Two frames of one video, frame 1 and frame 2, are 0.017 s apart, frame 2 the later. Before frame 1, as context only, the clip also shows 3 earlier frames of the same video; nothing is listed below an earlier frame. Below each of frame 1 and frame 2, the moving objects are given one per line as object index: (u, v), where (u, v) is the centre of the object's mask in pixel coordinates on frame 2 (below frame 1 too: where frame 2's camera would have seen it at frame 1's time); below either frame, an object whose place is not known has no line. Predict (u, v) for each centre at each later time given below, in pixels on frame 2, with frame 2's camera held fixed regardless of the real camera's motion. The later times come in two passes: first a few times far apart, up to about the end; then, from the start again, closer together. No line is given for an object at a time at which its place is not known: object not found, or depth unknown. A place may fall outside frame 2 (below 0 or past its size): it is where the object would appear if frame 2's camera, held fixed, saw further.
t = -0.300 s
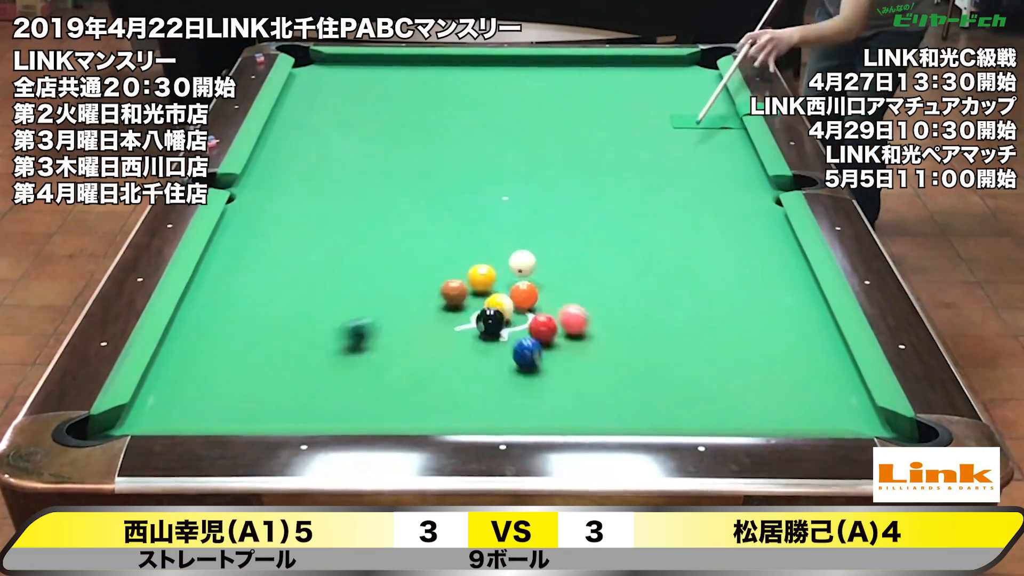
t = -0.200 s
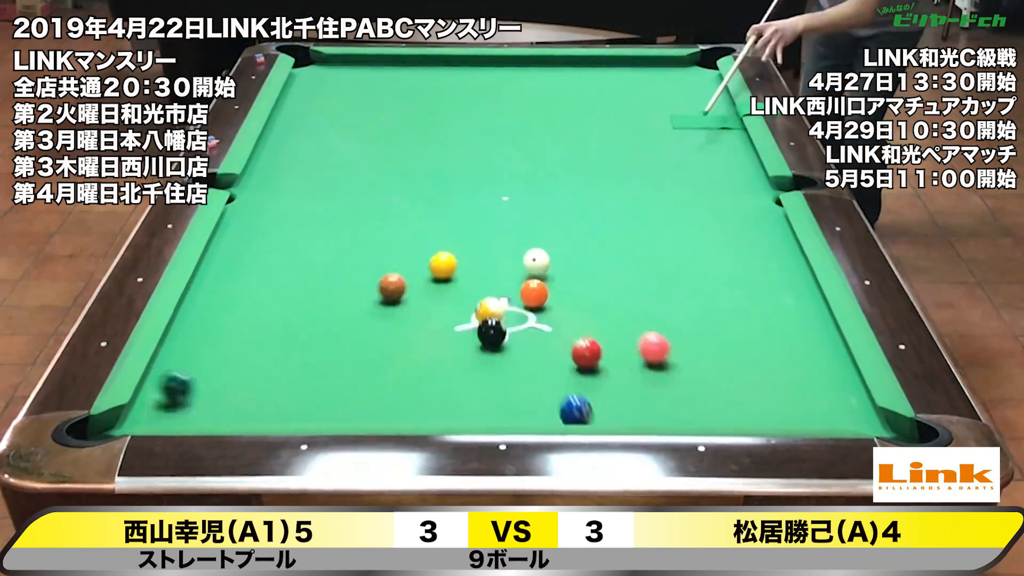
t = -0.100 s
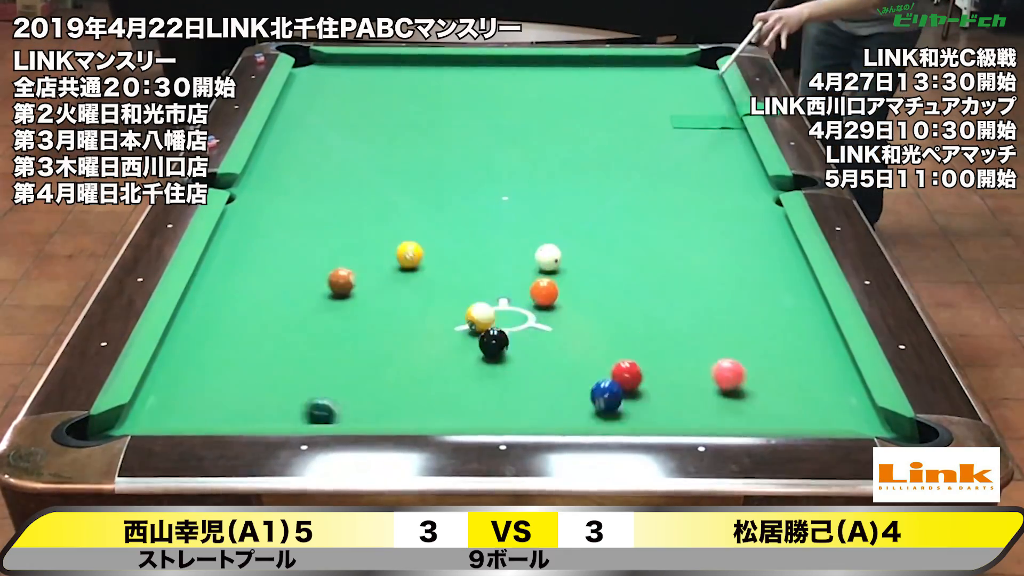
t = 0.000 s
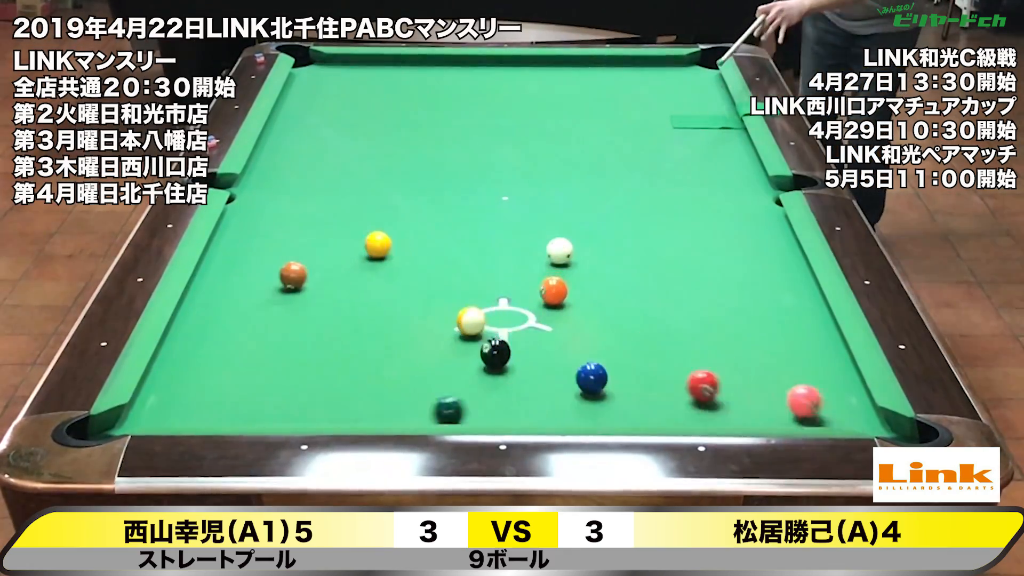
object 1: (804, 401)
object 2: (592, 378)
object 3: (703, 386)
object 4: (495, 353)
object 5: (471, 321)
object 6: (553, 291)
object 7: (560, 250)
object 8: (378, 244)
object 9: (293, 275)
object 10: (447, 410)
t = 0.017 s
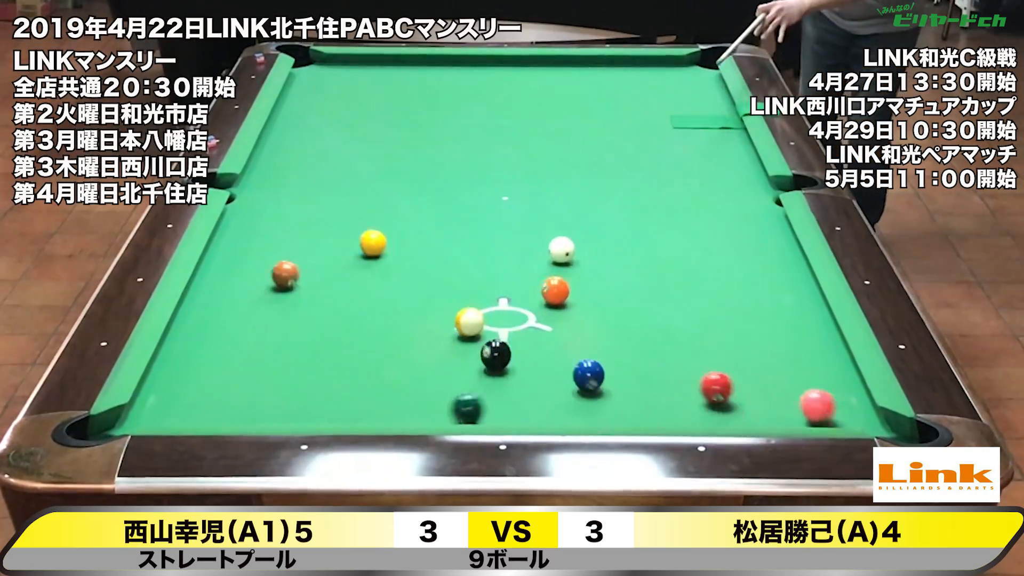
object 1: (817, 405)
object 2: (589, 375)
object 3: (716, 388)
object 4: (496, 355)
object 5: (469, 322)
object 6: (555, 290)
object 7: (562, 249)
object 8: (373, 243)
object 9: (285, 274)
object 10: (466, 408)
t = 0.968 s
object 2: (476, 250)
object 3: (662, 406)
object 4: (512, 400)
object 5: (391, 360)
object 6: (526, 277)
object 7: (653, 197)
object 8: (333, 177)
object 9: (438, 217)
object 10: (625, 246)
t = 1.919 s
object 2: (402, 170)
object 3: (482, 376)
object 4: (524, 353)
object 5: (331, 388)
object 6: (251, 259)
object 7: (720, 159)
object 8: (480, 139)
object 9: (649, 172)
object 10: (559, 133)
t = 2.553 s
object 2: (366, 131)
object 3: (388, 362)
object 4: (531, 332)
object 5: (305, 401)
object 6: (295, 252)
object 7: (733, 137)
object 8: (558, 119)
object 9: (736, 150)
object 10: (530, 82)
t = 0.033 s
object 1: (830, 410)
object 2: (586, 373)
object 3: (729, 389)
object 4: (496, 356)
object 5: (468, 322)
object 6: (557, 290)
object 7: (564, 248)
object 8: (367, 241)
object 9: (277, 274)
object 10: (484, 407)
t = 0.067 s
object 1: (858, 417)
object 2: (581, 367)
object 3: (755, 393)
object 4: (496, 360)
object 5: (465, 324)
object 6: (560, 290)
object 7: (567, 246)
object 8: (357, 238)
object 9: (261, 272)
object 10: (520, 404)
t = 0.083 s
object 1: (872, 422)
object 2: (579, 365)
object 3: (768, 395)
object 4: (497, 362)
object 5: (463, 325)
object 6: (561, 290)
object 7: (569, 245)
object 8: (352, 236)
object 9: (253, 271)
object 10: (537, 401)
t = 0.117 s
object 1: (899, 432)
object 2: (574, 360)
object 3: (794, 399)
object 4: (497, 365)
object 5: (461, 326)
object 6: (564, 289)
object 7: (572, 243)
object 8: (342, 233)
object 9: (238, 269)
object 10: (571, 395)
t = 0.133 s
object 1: (912, 437)
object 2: (571, 357)
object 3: (807, 400)
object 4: (498, 367)
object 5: (459, 327)
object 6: (566, 289)
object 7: (574, 242)
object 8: (337, 232)
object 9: (230, 268)
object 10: (588, 392)
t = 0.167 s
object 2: (567, 351)
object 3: (833, 404)
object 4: (498, 371)
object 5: (456, 328)
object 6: (569, 288)
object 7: (578, 239)
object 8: (328, 228)
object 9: (214, 266)
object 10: (622, 387)
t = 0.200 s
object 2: (562, 346)
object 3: (860, 408)
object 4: (499, 374)
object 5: (453, 330)
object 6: (572, 288)
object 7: (581, 238)
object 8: (318, 225)
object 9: (216, 264)
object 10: (654, 383)
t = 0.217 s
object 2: (560, 344)
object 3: (858, 410)
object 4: (499, 376)
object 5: (452, 330)
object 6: (573, 288)
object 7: (583, 237)
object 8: (313, 224)
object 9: (223, 262)
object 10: (671, 381)
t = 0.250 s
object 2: (556, 339)
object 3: (846, 411)
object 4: (500, 380)
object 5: (449, 332)
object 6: (576, 288)
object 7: (587, 234)
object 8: (303, 221)
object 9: (233, 260)
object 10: (704, 376)
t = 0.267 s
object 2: (553, 336)
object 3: (840, 412)
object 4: (500, 382)
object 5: (448, 332)
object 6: (578, 288)
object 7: (589, 233)
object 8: (299, 219)
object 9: (239, 259)
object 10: (719, 374)
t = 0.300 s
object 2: (549, 331)
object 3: (829, 413)
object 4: (501, 385)
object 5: (445, 334)
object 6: (580, 288)
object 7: (592, 231)
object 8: (289, 217)
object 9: (249, 257)
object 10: (751, 369)
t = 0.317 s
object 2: (547, 329)
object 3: (824, 414)
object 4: (502, 387)
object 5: (443, 335)
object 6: (582, 287)
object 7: (594, 231)
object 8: (285, 215)
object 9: (255, 256)
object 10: (767, 367)
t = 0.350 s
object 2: (543, 324)
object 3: (815, 415)
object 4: (502, 391)
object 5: (440, 336)
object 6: (584, 287)
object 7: (597, 229)
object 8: (276, 212)
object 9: (265, 253)
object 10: (798, 362)
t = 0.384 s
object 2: (539, 319)
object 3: (804, 416)
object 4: (503, 394)
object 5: (438, 337)
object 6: (587, 286)
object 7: (600, 226)
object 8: (267, 209)
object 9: (275, 251)
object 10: (829, 359)
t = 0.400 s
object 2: (537, 317)
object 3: (799, 417)
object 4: (503, 396)
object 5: (436, 338)
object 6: (589, 286)
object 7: (602, 226)
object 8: (262, 208)
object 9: (280, 250)
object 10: (837, 356)
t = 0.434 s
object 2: (533, 313)
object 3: (788, 418)
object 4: (504, 400)
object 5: (433, 339)
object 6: (591, 286)
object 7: (605, 224)
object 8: (253, 205)
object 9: (290, 248)
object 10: (811, 347)
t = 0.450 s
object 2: (531, 310)
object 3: (783, 418)
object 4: (504, 402)
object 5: (432, 340)
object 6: (593, 286)
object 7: (607, 223)
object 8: (249, 203)
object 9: (295, 247)
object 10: (799, 343)
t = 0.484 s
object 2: (527, 306)
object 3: (775, 418)
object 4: (505, 406)
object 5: (429, 341)
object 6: (595, 285)
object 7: (610, 221)
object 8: (241, 200)
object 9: (305, 245)
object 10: (777, 336)
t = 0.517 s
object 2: (523, 301)
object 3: (766, 417)
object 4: (505, 408)
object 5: (426, 342)
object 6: (598, 285)
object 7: (613, 219)
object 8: (246, 198)
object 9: (315, 243)
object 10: (756, 328)
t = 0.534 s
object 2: (521, 299)
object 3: (762, 417)
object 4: (506, 410)
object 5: (425, 343)
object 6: (599, 285)
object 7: (615, 218)
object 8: (249, 198)
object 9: (320, 242)
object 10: (746, 324)
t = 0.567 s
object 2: (517, 295)
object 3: (754, 416)
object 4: (506, 412)
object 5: (422, 345)
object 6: (602, 284)
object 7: (618, 216)
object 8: (256, 196)
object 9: (329, 240)
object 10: (727, 317)
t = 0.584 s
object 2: (515, 293)
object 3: (750, 415)
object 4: (507, 413)
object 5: (421, 345)
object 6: (603, 284)
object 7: (619, 215)
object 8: (260, 195)
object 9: (334, 239)
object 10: (717, 314)
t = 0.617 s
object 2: (511, 290)
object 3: (742, 415)
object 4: (508, 415)
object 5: (418, 346)
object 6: (605, 284)
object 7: (622, 214)
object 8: (267, 193)
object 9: (344, 237)
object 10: (699, 307)
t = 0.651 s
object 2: (508, 285)
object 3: (734, 414)
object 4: (508, 415)
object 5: (415, 348)
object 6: (608, 284)
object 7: (625, 212)
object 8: (273, 192)
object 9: (353, 234)
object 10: (680, 299)
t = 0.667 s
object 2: (506, 284)
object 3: (730, 414)
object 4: (508, 415)
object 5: (414, 348)
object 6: (609, 284)
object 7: (627, 211)
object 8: (277, 191)
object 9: (358, 234)
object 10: (671, 297)
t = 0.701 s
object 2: (502, 280)
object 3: (722, 413)
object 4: (509, 414)
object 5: (411, 350)
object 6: (611, 284)
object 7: (630, 210)
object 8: (283, 189)
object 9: (367, 232)
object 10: (653, 290)
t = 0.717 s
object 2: (500, 278)
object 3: (718, 412)
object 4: (509, 413)
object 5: (410, 351)
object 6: (612, 283)
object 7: (631, 209)
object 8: (286, 188)
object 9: (372, 230)
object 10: (645, 287)
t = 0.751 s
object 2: (497, 274)
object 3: (711, 412)
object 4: (509, 412)
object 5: (407, 352)
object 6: (600, 282)
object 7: (634, 207)
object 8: (293, 187)
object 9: (381, 228)
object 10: (642, 281)
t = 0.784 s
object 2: (494, 270)
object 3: (703, 411)
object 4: (510, 411)
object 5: (405, 353)
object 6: (586, 282)
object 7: (637, 205)
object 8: (299, 185)
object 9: (389, 227)
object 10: (641, 275)
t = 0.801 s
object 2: (492, 269)
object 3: (699, 411)
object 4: (510, 410)
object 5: (404, 354)
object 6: (580, 281)
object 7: (639, 204)
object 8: (302, 184)
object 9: (394, 226)
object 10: (640, 273)
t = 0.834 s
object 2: (489, 265)
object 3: (692, 410)
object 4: (510, 409)
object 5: (401, 355)
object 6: (568, 280)
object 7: (642, 203)
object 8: (309, 183)
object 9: (403, 224)
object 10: (637, 268)
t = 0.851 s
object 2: (487, 263)
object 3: (688, 409)
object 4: (510, 407)
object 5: (400, 356)
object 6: (563, 280)
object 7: (643, 202)
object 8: (312, 182)
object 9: (407, 223)
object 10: (635, 265)
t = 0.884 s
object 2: (484, 259)
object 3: (680, 408)
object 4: (511, 406)
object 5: (397, 357)
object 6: (552, 279)
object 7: (646, 200)
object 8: (318, 180)
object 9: (416, 221)
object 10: (633, 259)
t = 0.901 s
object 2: (482, 257)
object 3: (677, 408)
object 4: (511, 405)
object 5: (396, 358)
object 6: (547, 279)
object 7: (647, 200)
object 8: (321, 180)
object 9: (420, 220)
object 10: (631, 257)
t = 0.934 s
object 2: (479, 254)
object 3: (669, 407)
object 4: (511, 402)
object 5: (393, 359)
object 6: (536, 278)
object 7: (650, 198)
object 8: (327, 178)
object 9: (429, 219)
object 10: (628, 252)
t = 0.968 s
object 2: (476, 250)
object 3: (662, 406)
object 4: (512, 400)
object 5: (391, 360)
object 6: (526, 277)
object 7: (653, 197)
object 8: (333, 177)
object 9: (438, 217)
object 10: (625, 246)
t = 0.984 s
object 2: (474, 248)
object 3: (658, 405)
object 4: (512, 399)
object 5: (390, 361)
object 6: (521, 277)
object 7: (654, 196)
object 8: (336, 176)
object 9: (441, 216)
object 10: (623, 244)
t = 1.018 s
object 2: (471, 245)
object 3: (651, 404)
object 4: (513, 397)
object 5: (387, 362)
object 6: (510, 276)
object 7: (657, 194)
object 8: (342, 174)
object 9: (450, 214)
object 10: (620, 239)
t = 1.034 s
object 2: (470, 244)
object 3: (648, 403)
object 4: (513, 396)
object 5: (386, 362)
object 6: (505, 276)
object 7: (658, 193)
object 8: (345, 173)
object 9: (454, 213)
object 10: (619, 236)
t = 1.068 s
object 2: (466, 240)
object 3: (640, 402)
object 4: (513, 394)
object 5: (384, 363)
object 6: (495, 275)
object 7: (661, 192)
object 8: (350, 172)
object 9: (462, 212)
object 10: (616, 232)
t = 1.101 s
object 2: (464, 237)
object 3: (634, 401)
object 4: (514, 392)
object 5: (381, 364)
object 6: (485, 274)
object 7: (664, 190)
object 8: (356, 170)
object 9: (471, 210)
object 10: (613, 227)
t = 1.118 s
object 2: (462, 235)
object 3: (630, 400)
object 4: (514, 391)
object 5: (380, 365)
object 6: (480, 274)
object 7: (665, 190)
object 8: (359, 170)
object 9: (475, 209)
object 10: (612, 225)
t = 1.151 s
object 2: (459, 232)
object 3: (623, 399)
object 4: (514, 389)
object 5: (378, 366)
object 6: (469, 273)
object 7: (667, 188)
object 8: (365, 168)
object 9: (483, 207)
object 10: (609, 219)
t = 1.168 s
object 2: (458, 231)
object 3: (620, 399)
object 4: (515, 389)
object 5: (377, 367)
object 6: (464, 273)
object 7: (669, 187)
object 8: (368, 168)
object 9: (487, 206)
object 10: (608, 218)
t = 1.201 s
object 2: (455, 228)
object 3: (613, 397)
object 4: (515, 386)
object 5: (374, 368)
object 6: (454, 272)
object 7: (671, 186)
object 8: (373, 166)
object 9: (495, 204)
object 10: (605, 213)
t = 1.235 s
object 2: (452, 224)
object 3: (606, 396)
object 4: (515, 385)
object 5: (372, 369)
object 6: (445, 271)
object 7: (674, 184)
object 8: (379, 165)
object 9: (503, 203)
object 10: (603, 209)
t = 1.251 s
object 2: (451, 223)
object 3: (602, 396)
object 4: (516, 384)
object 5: (371, 369)
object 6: (440, 271)
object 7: (675, 184)
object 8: (381, 164)
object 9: (506, 202)
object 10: (601, 207)
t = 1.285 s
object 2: (448, 220)
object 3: (596, 395)
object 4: (516, 382)
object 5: (369, 371)
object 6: (430, 270)
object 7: (677, 183)
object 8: (387, 163)
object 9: (514, 201)
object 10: (599, 203)
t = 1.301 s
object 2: (447, 218)
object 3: (593, 393)
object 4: (516, 381)
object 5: (368, 371)
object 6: (425, 269)
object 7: (679, 182)
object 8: (389, 162)
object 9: (518, 200)
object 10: (597, 200)
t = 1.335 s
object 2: (444, 216)
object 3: (586, 393)
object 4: (516, 379)
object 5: (365, 372)
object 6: (415, 269)
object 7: (681, 180)
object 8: (395, 161)
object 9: (525, 198)
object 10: (595, 196)
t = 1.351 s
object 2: (442, 214)
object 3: (583, 392)
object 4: (517, 378)
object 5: (364, 373)
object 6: (410, 268)
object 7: (682, 179)
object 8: (397, 160)
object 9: (529, 197)
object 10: (594, 194)
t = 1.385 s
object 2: (440, 211)
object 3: (577, 391)
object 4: (517, 377)
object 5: (362, 374)
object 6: (400, 268)
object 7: (685, 178)
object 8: (403, 158)
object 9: (537, 195)
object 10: (592, 190)
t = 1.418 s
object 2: (437, 209)
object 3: (570, 390)
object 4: (518, 375)
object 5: (360, 375)
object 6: (391, 267)
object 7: (687, 177)
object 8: (408, 157)
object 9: (544, 194)
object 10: (589, 186)
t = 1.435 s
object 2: (436, 207)
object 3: (567, 390)
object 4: (518, 374)
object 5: (359, 376)
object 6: (385, 267)
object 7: (689, 176)
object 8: (411, 157)
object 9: (548, 193)
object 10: (588, 184)
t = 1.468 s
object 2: (433, 204)
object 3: (560, 389)
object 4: (518, 372)
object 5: (357, 376)
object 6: (376, 266)
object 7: (690, 175)
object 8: (416, 155)
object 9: (555, 192)
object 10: (586, 180)
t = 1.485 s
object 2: (432, 203)
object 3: (558, 388)
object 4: (519, 372)
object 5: (356, 377)
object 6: (371, 266)
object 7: (692, 175)
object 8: (418, 155)
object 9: (559, 191)
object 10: (585, 178)
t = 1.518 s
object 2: (430, 200)
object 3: (551, 387)
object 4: (519, 370)
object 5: (353, 378)
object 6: (362, 266)
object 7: (694, 173)
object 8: (423, 153)
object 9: (566, 190)
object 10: (583, 174)
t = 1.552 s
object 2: (427, 198)
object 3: (545, 386)
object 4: (519, 368)
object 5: (352, 379)
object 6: (352, 265)
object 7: (697, 172)
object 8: (428, 152)
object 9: (574, 188)
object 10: (581, 169)
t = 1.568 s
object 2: (426, 196)
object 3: (542, 386)
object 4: (519, 367)
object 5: (351, 379)
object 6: (348, 264)
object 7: (697, 171)
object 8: (431, 151)
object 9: (577, 187)
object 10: (580, 167)
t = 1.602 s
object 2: (424, 193)
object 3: (536, 385)
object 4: (519, 364)
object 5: (349, 380)
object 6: (338, 264)
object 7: (700, 170)
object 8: (436, 150)
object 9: (584, 186)
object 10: (577, 164)
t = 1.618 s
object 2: (422, 192)
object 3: (533, 385)
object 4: (519, 363)
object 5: (348, 380)
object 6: (334, 264)
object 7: (701, 169)
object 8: (438, 150)
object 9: (588, 185)
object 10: (576, 163)
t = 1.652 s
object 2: (420, 190)
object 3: (527, 384)
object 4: (520, 360)
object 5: (346, 382)
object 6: (324, 263)
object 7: (703, 168)
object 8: (443, 148)
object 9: (595, 184)
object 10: (574, 160)
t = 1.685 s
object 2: (418, 188)
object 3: (521, 383)
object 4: (521, 358)
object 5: (344, 383)
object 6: (315, 263)
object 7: (705, 167)
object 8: (448, 147)
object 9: (602, 183)
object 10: (572, 156)
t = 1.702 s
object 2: (417, 186)
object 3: (519, 382)
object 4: (522, 357)
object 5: (343, 383)
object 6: (310, 262)
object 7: (706, 166)
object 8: (450, 146)
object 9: (605, 181)
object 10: (571, 154)
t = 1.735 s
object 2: (414, 184)
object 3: (512, 381)
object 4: (523, 358)
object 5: (341, 384)
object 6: (301, 262)
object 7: (709, 165)
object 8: (455, 146)
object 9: (612, 180)
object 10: (569, 151)
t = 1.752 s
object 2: (413, 182)
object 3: (510, 380)
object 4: (523, 358)
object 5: (340, 385)
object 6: (296, 262)
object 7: (710, 165)
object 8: (457, 145)
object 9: (615, 179)
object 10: (568, 149)
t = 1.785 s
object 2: (411, 180)
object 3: (504, 379)
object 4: (523, 358)
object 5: (338, 385)
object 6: (287, 261)
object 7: (712, 163)
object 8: (462, 144)
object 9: (622, 178)
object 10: (567, 146)
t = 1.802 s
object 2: (409, 178)
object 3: (501, 379)
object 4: (522, 358)
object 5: (337, 386)
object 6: (283, 261)
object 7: (713, 163)
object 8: (464, 143)
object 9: (625, 177)
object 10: (565, 144)
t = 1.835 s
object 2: (408, 176)
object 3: (496, 378)
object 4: (523, 356)
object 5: (336, 386)
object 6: (274, 260)
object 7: (715, 161)
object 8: (469, 141)
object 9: (632, 176)
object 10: (564, 141)
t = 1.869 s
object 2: (405, 174)
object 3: (490, 378)
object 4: (523, 355)
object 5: (334, 387)
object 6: (265, 259)
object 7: (717, 161)
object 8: (473, 141)
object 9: (638, 174)
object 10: (562, 138)
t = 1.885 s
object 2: (404, 173)
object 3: (487, 377)
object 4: (523, 354)
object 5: (333, 388)
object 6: (260, 259)
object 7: (718, 160)
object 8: (475, 140)
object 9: (642, 174)
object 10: (561, 137)
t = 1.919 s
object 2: (402, 170)
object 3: (482, 376)
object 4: (524, 353)
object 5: (331, 388)
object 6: (251, 259)
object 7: (720, 159)
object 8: (480, 139)
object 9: (649, 172)
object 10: (559, 133)
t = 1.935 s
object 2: (401, 169)
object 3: (479, 376)
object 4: (524, 352)
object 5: (330, 389)
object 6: (247, 258)
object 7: (721, 158)
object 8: (482, 138)
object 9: (652, 172)
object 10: (558, 132)
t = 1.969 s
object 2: (399, 166)
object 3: (474, 375)
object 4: (524, 351)
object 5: (329, 389)
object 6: (238, 258)
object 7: (723, 157)
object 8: (487, 137)
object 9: (658, 171)
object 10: (557, 129)
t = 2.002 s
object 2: (397, 164)
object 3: (468, 374)
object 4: (525, 350)
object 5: (327, 390)
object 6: (229, 257)
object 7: (725, 156)
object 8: (491, 136)
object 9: (665, 169)
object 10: (555, 126)
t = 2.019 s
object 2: (396, 163)
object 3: (466, 373)
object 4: (525, 349)
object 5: (326, 391)
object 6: (224, 257)
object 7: (726, 155)
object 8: (493, 136)
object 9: (668, 169)
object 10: (554, 124)
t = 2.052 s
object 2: (394, 161)
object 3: (461, 372)
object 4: (525, 348)
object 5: (325, 391)
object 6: (216, 256)
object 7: (728, 154)
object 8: (498, 134)
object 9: (674, 167)
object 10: (552, 121)
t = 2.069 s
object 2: (393, 160)
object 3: (458, 372)
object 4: (525, 347)
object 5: (324, 392)
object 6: (215, 256)
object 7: (729, 154)
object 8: (500, 134)
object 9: (677, 166)
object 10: (552, 120)
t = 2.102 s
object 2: (391, 158)
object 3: (453, 371)
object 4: (526, 346)
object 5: (322, 392)
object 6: (221, 256)
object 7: (731, 153)
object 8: (504, 133)
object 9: (684, 165)
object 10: (550, 117)
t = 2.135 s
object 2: (389, 155)
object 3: (448, 371)
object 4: (526, 345)
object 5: (321, 393)
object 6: (227, 255)
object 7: (733, 152)
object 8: (509, 132)
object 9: (690, 164)
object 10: (548, 114)
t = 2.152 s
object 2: (388, 154)
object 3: (445, 370)
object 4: (526, 344)
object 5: (320, 393)
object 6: (230, 255)
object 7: (733, 151)
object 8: (511, 131)
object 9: (693, 163)
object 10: (548, 113)
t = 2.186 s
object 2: (386, 152)
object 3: (440, 370)
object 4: (527, 343)
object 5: (318, 394)
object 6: (235, 255)
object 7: (735, 150)
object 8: (515, 130)
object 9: (699, 162)
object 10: (546, 110)
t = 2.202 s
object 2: (385, 151)
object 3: (438, 369)
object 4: (527, 342)
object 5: (318, 394)
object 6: (238, 255)
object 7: (736, 150)
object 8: (517, 129)
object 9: (702, 161)
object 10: (545, 108)
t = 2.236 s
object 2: (383, 149)
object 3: (433, 368)
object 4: (527, 341)
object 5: (317, 395)
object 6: (244, 254)
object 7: (738, 149)
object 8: (521, 129)
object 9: (708, 160)
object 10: (544, 106)
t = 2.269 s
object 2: (381, 147)
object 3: (428, 367)
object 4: (528, 340)
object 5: (315, 396)
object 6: (250, 254)
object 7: (740, 148)
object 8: (525, 127)
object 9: (714, 159)
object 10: (542, 103)
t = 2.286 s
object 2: (380, 146)
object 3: (425, 367)
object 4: (528, 340)
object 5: (315, 396)
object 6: (252, 254)
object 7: (741, 147)
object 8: (527, 127)
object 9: (717, 158)
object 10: (541, 102)
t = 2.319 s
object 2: (379, 144)
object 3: (420, 366)
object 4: (528, 339)
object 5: (314, 397)
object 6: (258, 254)
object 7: (743, 146)
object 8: (531, 126)
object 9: (722, 157)
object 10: (540, 99)
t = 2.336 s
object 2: (377, 143)
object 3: (418, 366)
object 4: (528, 338)
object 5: (313, 397)
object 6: (260, 253)
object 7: (743, 146)
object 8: (533, 126)
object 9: (725, 157)
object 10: (539, 98)
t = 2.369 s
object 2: (376, 141)
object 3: (413, 365)
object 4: (529, 337)
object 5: (312, 398)
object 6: (266, 253)
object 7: (743, 144)
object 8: (537, 125)
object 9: (731, 156)
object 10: (538, 96)
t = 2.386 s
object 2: (375, 141)
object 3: (411, 365)
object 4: (529, 337)
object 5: (311, 398)
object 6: (269, 253)
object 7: (743, 142)
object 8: (539, 124)
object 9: (734, 155)
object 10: (537, 94)
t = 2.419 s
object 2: (373, 139)
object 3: (406, 364)
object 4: (529, 336)
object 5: (310, 399)
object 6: (274, 253)
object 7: (739, 140)
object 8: (543, 123)
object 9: (740, 154)
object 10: (536, 92)
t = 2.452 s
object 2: (371, 136)
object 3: (401, 363)
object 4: (530, 335)
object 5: (309, 399)
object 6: (280, 253)
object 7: (737, 141)
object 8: (546, 122)
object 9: (746, 153)
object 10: (534, 89)
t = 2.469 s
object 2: (370, 136)
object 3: (399, 363)
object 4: (530, 334)
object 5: (308, 400)
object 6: (282, 253)
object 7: (736, 140)
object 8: (548, 122)
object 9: (745, 152)
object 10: (534, 88)
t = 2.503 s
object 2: (368, 134)
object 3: (394, 363)
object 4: (530, 333)
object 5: (307, 400)
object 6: (288, 252)
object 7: (734, 139)
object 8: (552, 121)
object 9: (741, 151)
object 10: (532, 86)
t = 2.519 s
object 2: (368, 133)
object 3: (392, 362)
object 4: (530, 333)
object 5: (306, 400)
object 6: (290, 252)
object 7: (734, 138)
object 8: (554, 120)
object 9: (740, 151)
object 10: (531, 85)
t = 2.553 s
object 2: (366, 131)
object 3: (388, 362)
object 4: (531, 332)
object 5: (305, 401)
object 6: (295, 252)
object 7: (733, 137)
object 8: (558, 119)
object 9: (736, 150)
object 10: (530, 82)
